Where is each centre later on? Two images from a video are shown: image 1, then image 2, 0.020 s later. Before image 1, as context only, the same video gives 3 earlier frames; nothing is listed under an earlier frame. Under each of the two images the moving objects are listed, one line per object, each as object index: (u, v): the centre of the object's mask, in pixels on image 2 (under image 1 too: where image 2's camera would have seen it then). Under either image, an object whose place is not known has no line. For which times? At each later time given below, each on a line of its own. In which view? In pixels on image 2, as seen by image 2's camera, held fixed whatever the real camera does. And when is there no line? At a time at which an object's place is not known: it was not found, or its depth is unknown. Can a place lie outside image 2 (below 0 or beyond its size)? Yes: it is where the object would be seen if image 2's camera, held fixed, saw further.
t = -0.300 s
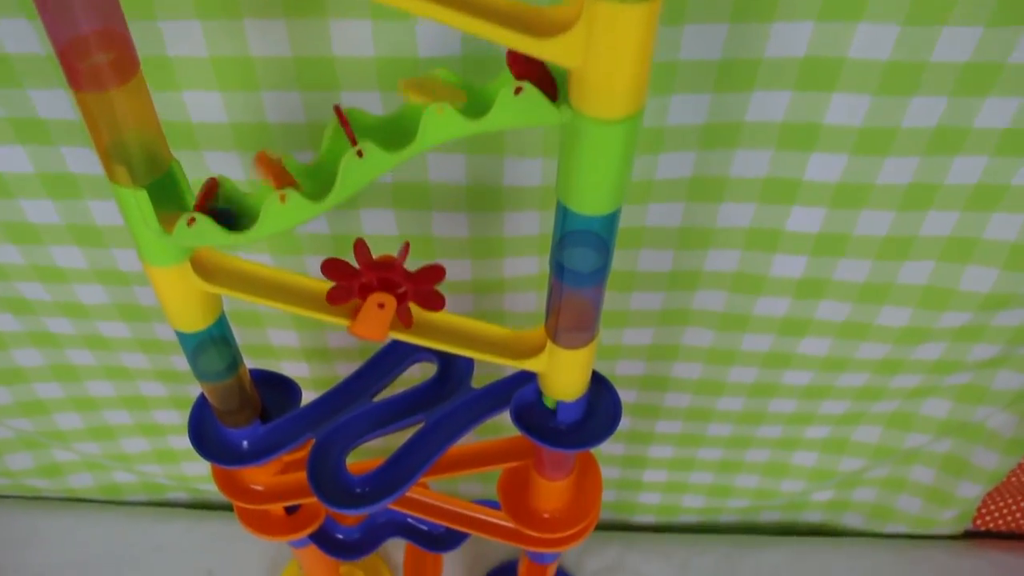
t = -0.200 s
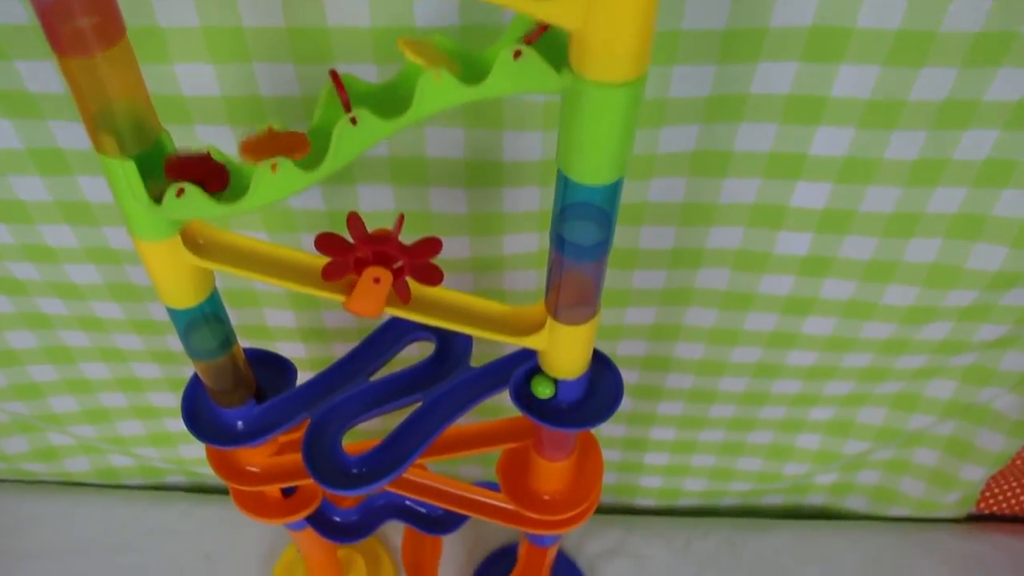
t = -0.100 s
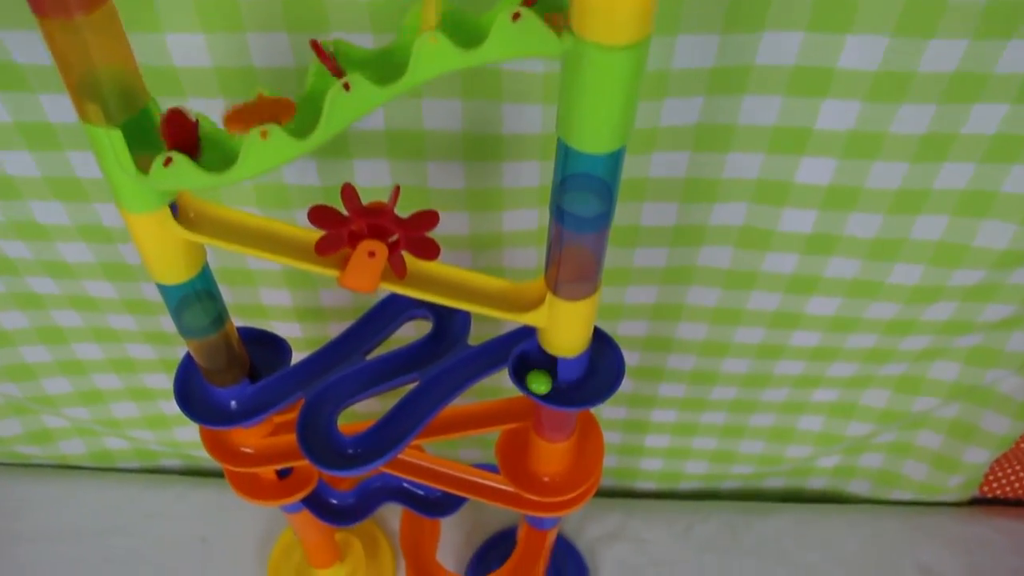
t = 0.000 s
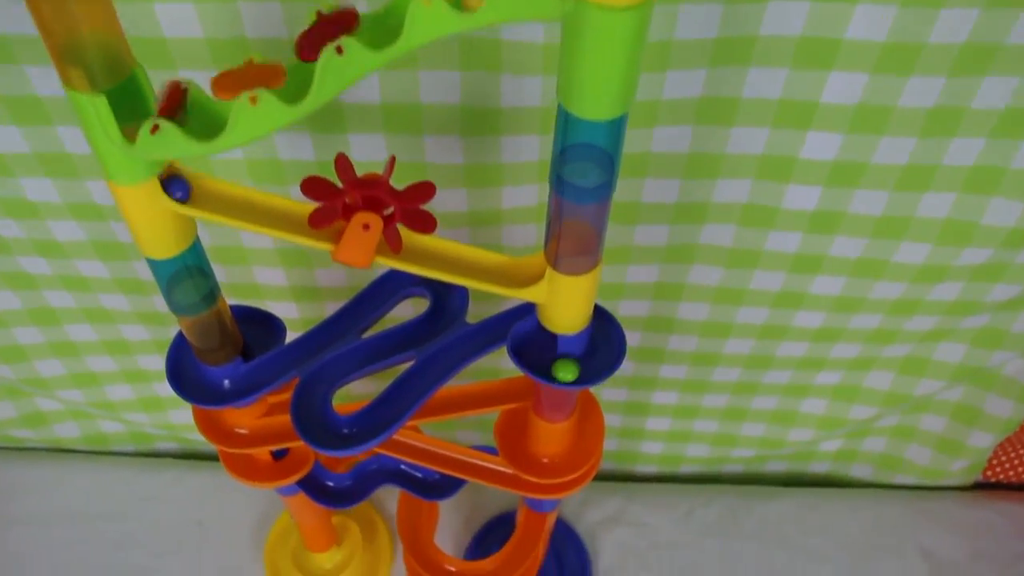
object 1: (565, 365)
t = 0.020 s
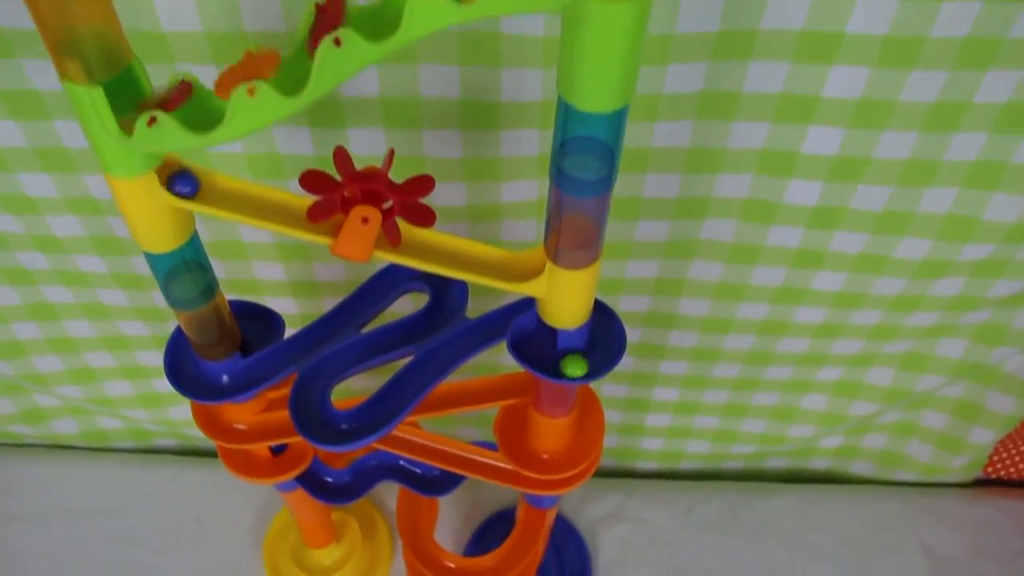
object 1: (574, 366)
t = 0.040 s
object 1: (583, 365)
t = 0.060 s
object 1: (591, 362)
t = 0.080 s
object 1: (598, 356)
